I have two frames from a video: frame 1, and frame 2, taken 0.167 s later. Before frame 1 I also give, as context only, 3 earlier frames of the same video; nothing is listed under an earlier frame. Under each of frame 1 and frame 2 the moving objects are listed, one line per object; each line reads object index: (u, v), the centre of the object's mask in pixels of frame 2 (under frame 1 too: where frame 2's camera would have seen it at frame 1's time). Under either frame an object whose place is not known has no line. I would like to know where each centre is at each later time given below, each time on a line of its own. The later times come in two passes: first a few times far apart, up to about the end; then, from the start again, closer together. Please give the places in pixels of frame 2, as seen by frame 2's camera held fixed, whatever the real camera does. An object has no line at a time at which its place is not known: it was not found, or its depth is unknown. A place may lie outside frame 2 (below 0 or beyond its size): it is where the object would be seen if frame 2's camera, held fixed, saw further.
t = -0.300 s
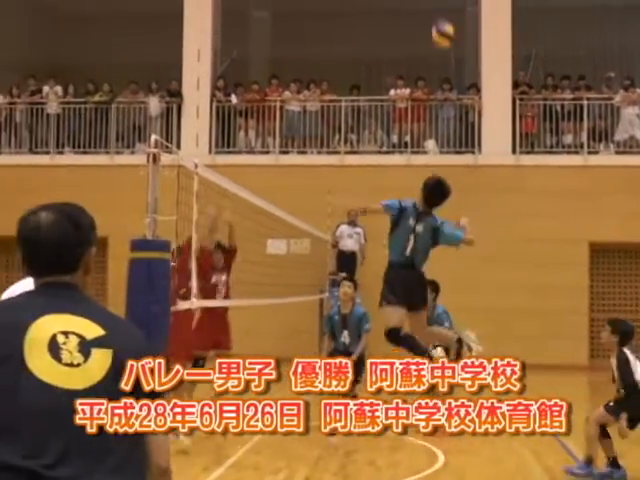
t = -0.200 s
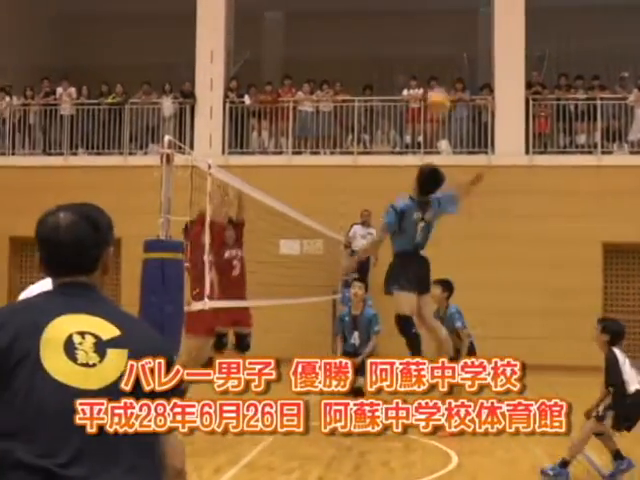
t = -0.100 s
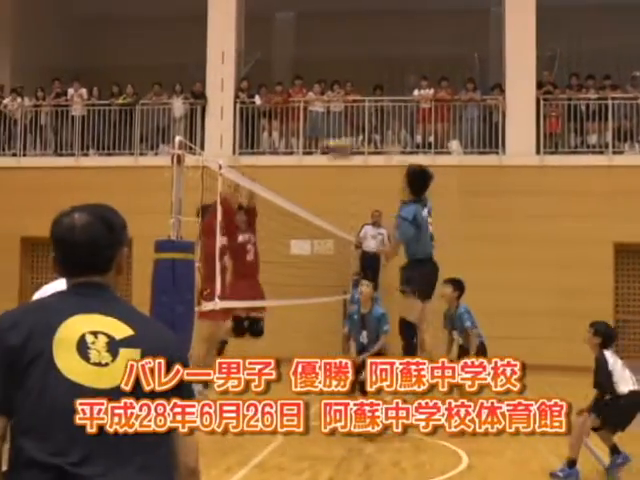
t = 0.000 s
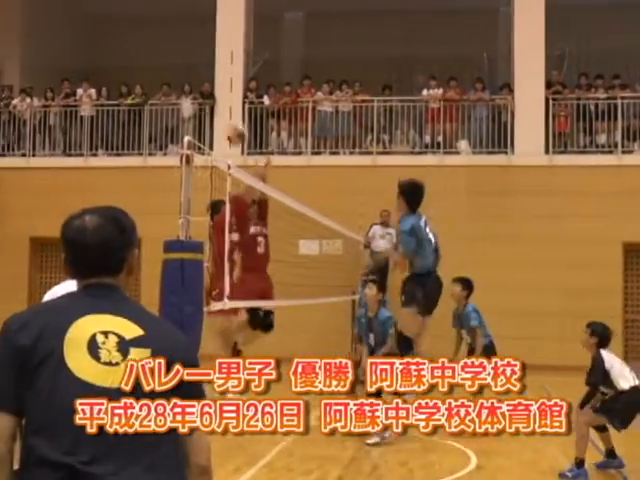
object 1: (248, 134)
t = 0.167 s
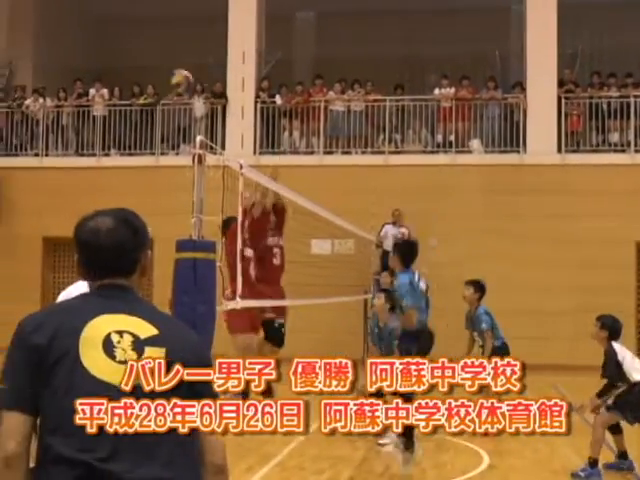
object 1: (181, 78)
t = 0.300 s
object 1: (134, 63)
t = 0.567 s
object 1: (52, 81)
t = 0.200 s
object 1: (169, 74)
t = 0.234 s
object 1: (156, 68)
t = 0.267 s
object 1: (144, 65)
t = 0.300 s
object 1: (134, 63)
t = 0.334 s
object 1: (122, 62)
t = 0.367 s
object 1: (112, 62)
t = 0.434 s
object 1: (91, 66)
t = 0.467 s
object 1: (80, 69)
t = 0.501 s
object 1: (71, 75)
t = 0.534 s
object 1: (61, 79)
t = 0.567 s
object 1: (52, 81)
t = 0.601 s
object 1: (44, 90)
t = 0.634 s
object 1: (34, 99)
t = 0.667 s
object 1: (21, 108)
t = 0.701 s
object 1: (17, 117)
